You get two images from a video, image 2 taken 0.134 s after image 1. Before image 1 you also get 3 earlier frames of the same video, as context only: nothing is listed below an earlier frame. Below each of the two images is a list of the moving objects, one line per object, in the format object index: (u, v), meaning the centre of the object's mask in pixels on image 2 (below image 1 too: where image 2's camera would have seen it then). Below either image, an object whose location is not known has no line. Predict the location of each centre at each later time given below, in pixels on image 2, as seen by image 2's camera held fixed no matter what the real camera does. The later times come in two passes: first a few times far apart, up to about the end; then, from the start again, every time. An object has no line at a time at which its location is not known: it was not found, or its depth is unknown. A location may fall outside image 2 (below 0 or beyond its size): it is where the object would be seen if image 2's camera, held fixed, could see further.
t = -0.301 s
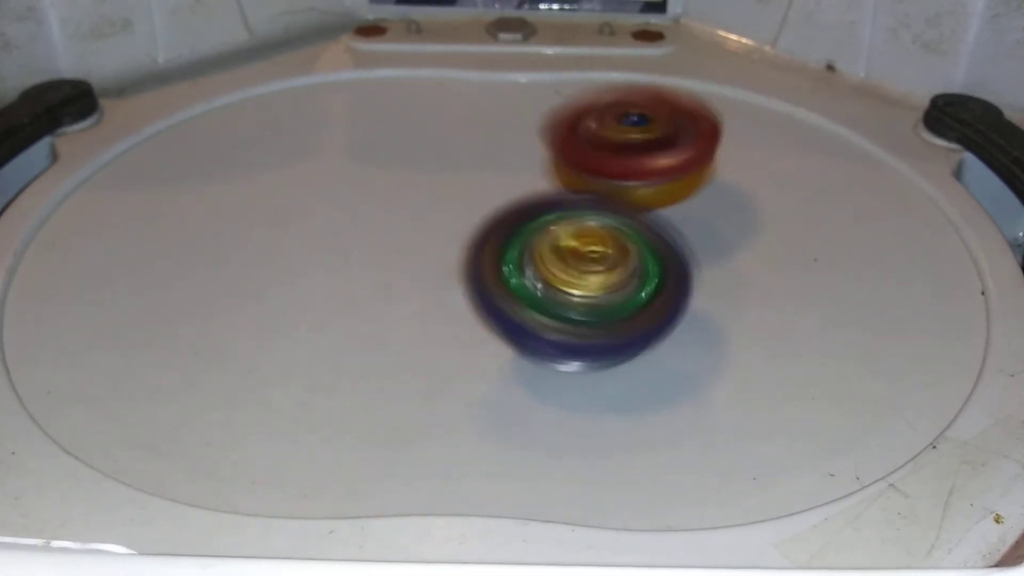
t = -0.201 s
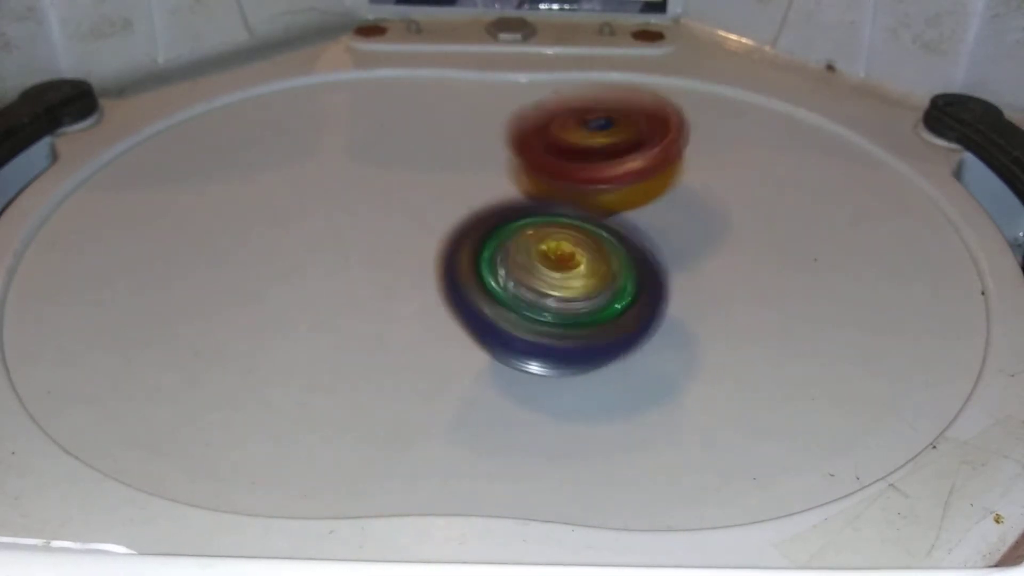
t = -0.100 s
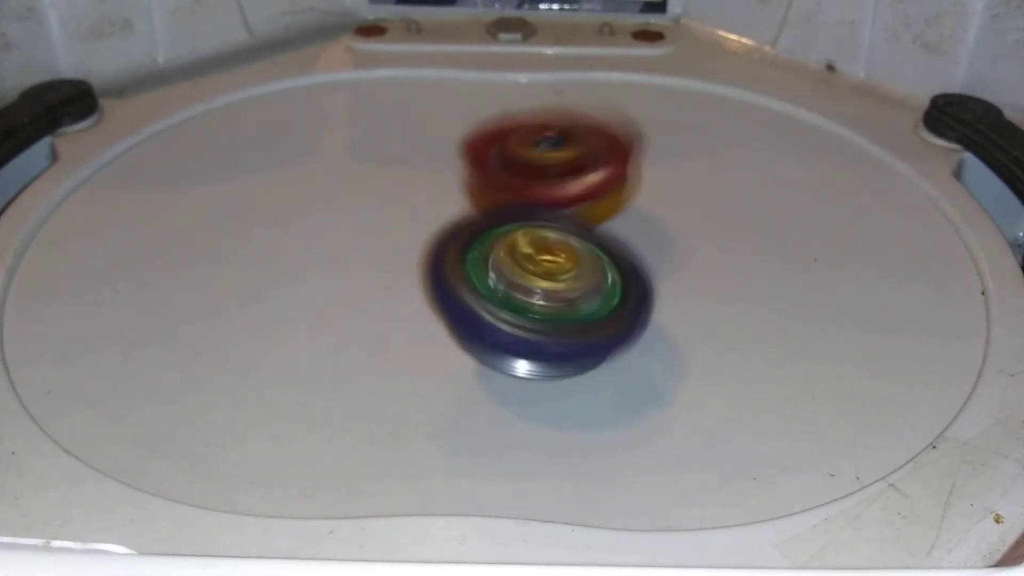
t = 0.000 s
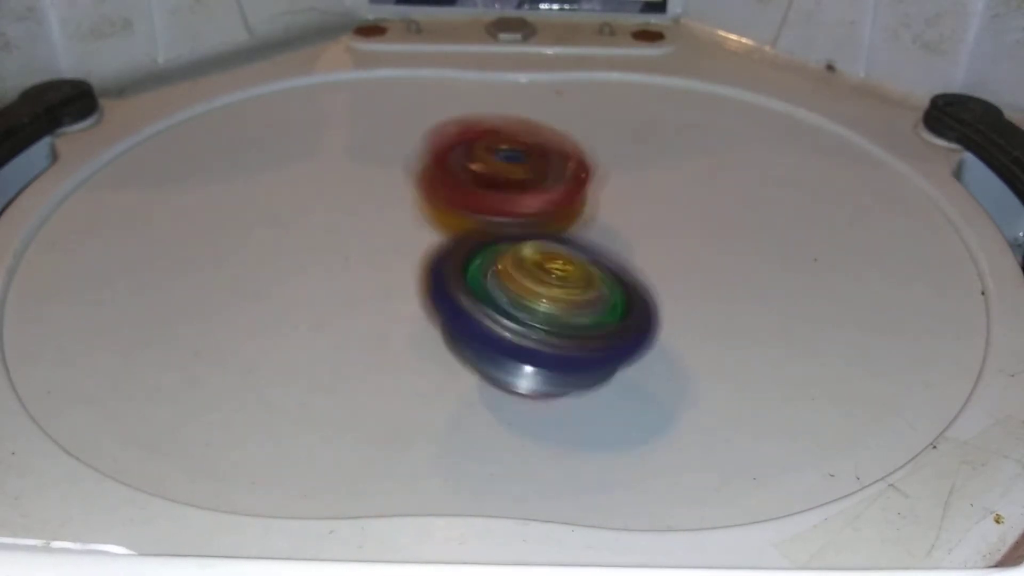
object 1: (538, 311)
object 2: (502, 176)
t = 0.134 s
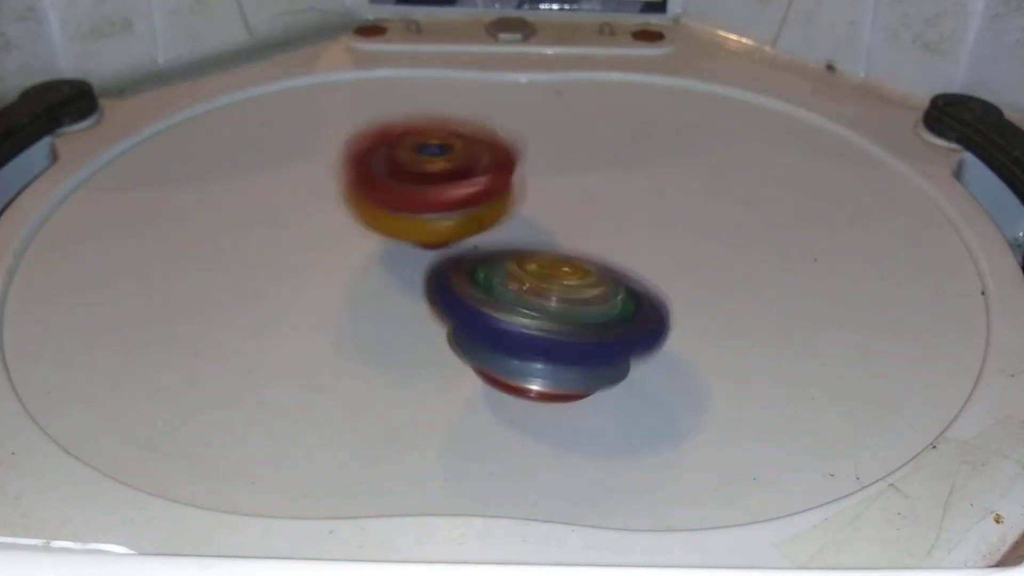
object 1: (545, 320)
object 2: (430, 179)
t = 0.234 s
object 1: (539, 313)
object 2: (392, 187)
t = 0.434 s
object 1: (557, 278)
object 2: (355, 223)
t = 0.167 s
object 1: (542, 316)
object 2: (418, 181)
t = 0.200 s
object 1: (541, 314)
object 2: (402, 184)
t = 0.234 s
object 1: (539, 313)
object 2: (392, 187)
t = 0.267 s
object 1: (537, 309)
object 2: (383, 193)
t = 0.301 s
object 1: (542, 305)
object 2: (376, 197)
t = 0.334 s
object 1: (539, 301)
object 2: (370, 204)
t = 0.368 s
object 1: (544, 291)
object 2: (367, 213)
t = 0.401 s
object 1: (548, 286)
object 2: (367, 219)
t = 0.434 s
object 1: (557, 278)
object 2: (355, 223)
